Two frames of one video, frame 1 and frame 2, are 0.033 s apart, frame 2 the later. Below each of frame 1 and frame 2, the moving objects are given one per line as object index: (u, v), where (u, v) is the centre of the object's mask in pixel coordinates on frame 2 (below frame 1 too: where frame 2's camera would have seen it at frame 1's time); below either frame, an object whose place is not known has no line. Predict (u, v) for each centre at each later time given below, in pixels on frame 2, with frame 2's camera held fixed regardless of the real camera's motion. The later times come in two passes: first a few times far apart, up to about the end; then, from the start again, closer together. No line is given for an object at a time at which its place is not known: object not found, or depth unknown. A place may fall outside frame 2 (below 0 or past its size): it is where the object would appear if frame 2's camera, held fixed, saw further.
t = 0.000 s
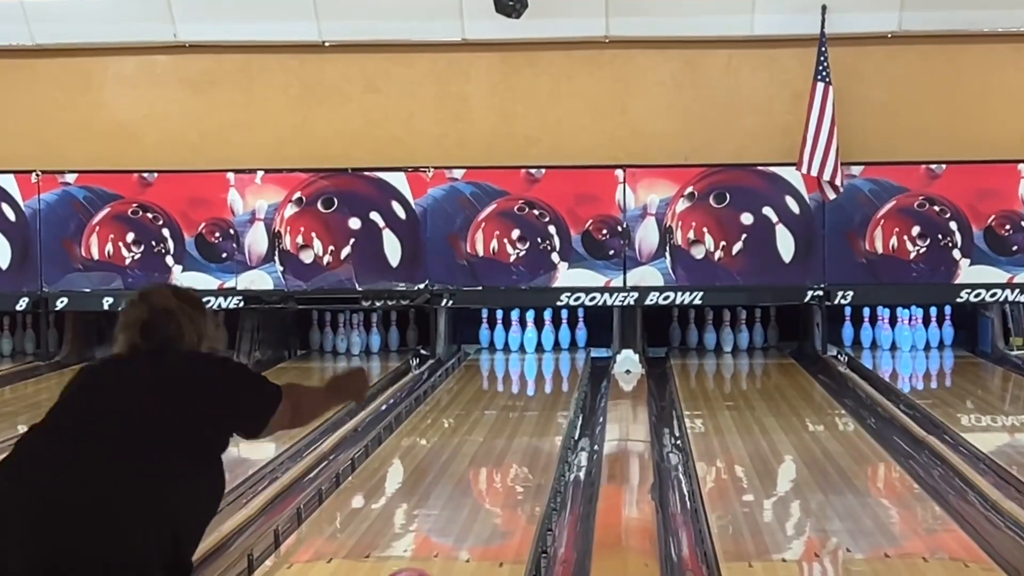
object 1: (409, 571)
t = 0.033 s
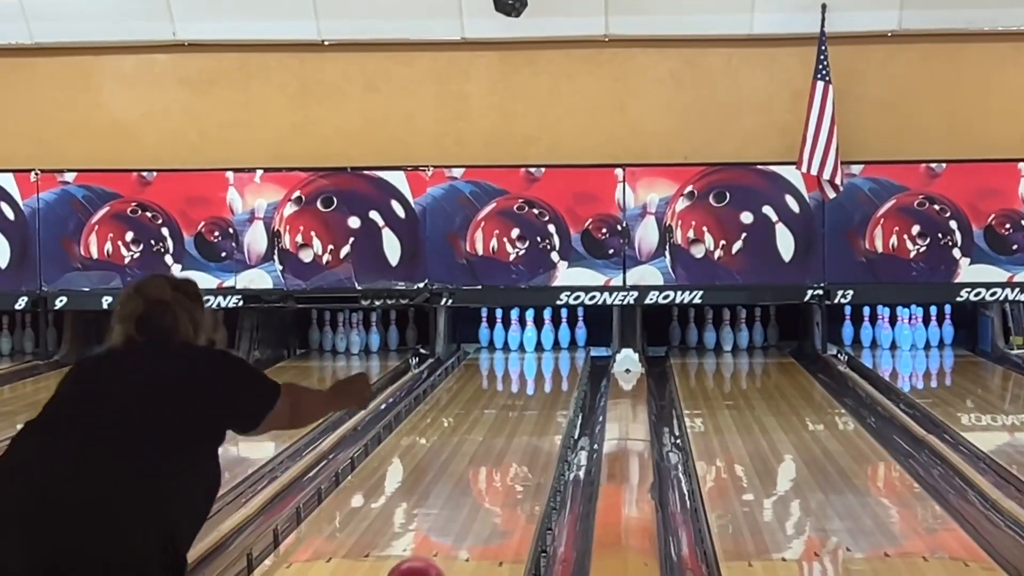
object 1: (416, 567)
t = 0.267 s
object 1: (457, 532)
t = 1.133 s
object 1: (532, 412)
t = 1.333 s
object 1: (543, 394)
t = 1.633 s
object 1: (554, 374)
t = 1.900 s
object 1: (562, 362)
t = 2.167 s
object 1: (569, 351)
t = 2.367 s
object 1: (574, 344)
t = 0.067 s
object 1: (423, 565)
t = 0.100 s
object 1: (429, 562)
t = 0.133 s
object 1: (435, 558)
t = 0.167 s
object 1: (441, 553)
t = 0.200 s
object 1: (446, 546)
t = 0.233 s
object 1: (452, 539)
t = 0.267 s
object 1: (457, 532)
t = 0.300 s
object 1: (462, 525)
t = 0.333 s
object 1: (466, 518)
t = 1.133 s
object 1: (532, 412)
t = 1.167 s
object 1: (535, 407)
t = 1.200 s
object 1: (537, 404)
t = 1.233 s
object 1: (538, 401)
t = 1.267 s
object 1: (540, 399)
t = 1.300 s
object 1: (542, 396)
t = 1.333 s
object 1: (543, 394)
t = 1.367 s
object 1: (544, 392)
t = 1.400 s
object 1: (546, 389)
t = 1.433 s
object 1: (547, 387)
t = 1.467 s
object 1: (548, 385)
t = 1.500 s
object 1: (549, 383)
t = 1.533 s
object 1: (550, 381)
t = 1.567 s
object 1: (552, 378)
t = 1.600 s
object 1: (553, 377)
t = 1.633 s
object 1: (554, 374)
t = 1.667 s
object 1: (555, 373)
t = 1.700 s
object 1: (556, 371)
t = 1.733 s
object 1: (557, 369)
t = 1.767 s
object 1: (558, 368)
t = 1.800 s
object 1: (560, 366)
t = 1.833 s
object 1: (561, 364)
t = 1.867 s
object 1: (561, 363)
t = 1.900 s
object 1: (562, 362)
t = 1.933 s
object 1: (563, 360)
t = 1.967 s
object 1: (564, 359)
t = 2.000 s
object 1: (565, 357)
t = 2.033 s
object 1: (566, 356)
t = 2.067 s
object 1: (567, 355)
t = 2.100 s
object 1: (567, 354)
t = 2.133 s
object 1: (568, 352)
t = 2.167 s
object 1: (569, 351)
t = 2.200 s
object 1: (570, 350)
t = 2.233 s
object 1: (571, 349)
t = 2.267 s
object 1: (571, 347)
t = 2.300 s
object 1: (572, 346)
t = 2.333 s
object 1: (573, 345)
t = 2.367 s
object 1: (574, 344)
